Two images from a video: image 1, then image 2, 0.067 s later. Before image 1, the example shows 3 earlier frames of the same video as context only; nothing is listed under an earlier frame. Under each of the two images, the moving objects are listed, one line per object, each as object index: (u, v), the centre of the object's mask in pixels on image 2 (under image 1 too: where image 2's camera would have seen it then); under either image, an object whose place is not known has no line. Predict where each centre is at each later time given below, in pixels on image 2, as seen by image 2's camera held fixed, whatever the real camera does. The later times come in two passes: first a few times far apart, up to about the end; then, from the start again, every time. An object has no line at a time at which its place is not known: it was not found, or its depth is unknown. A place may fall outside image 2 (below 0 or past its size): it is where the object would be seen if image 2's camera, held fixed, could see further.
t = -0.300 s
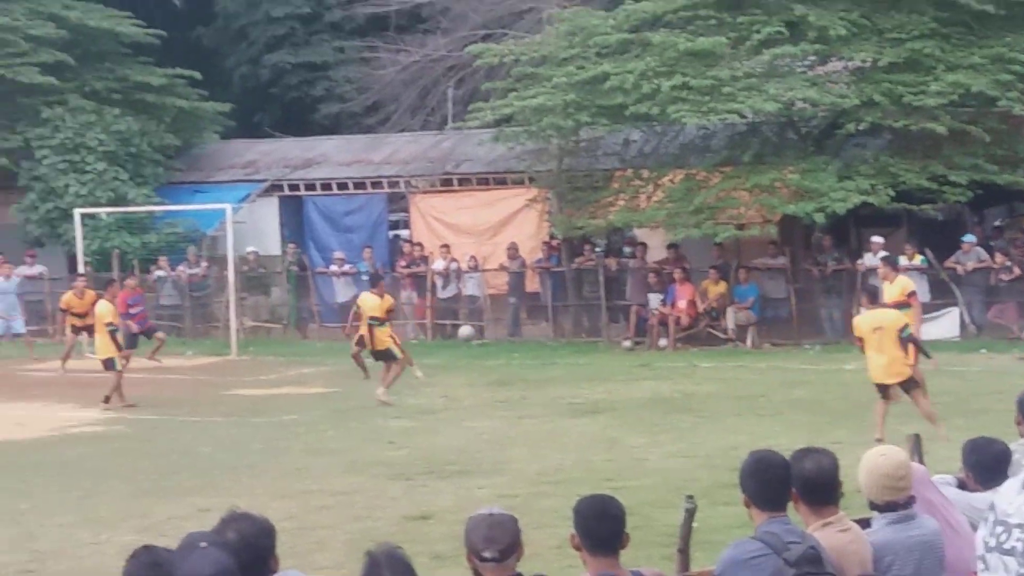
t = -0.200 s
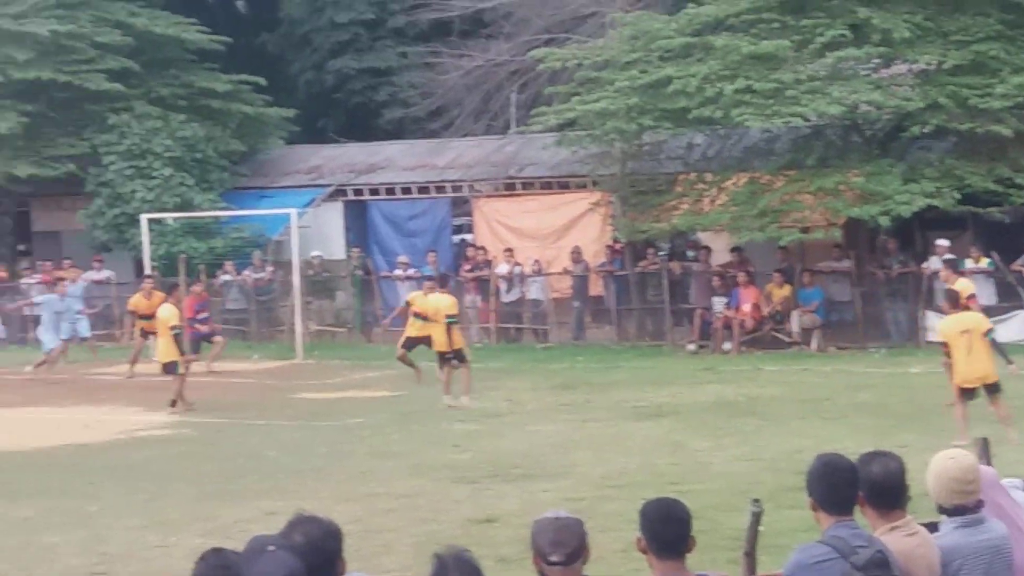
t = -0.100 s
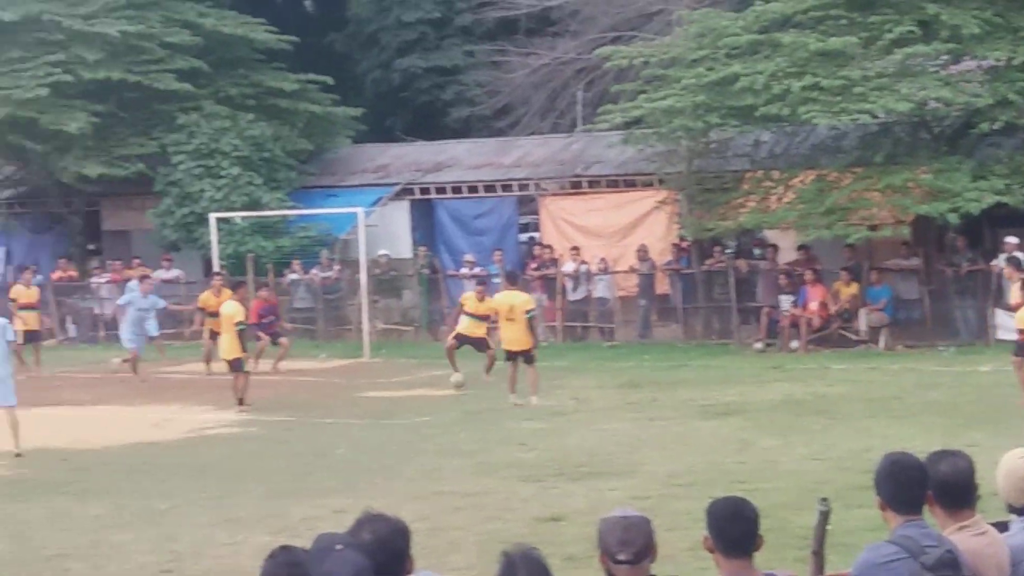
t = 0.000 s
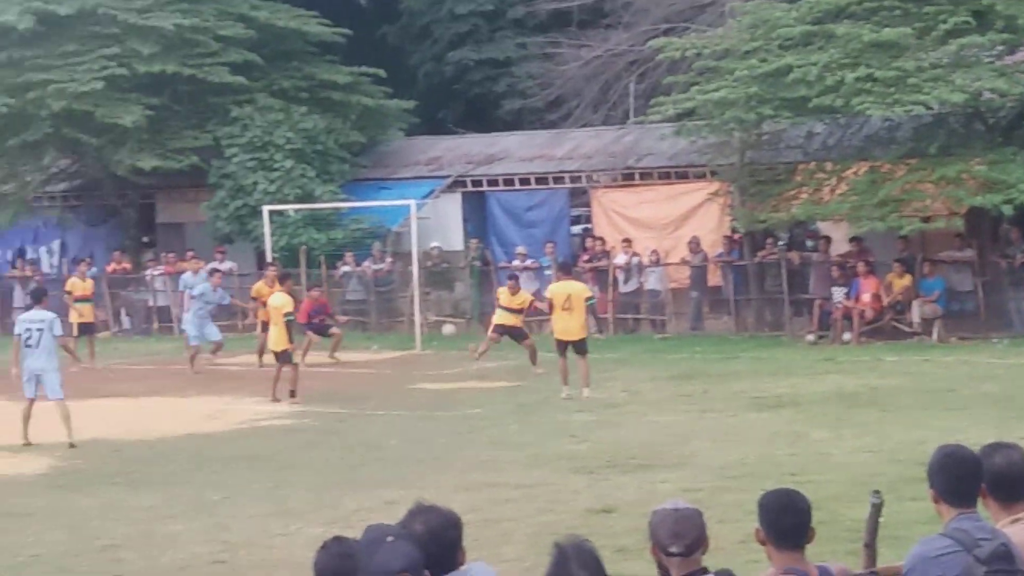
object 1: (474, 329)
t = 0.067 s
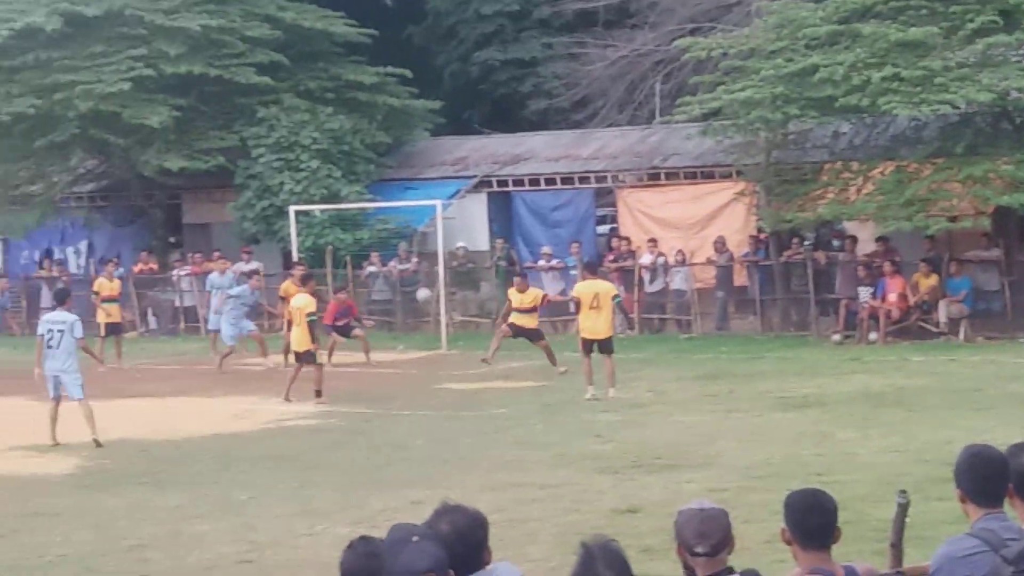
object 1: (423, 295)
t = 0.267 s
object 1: (275, 214)
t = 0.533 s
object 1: (84, 156)
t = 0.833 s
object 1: (-123, 163)
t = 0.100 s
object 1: (399, 280)
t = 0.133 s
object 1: (373, 264)
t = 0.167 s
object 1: (349, 251)
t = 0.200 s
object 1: (324, 237)
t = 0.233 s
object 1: (300, 224)
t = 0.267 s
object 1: (275, 214)
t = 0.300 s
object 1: (250, 202)
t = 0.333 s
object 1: (226, 194)
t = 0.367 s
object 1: (202, 185)
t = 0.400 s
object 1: (179, 178)
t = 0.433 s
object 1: (155, 172)
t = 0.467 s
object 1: (131, 166)
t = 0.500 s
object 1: (107, 161)
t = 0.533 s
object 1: (84, 156)
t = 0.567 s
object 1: (60, 153)
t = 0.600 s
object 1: (36, 150)
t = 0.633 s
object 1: (13, 149)
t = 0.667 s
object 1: (-10, 148)
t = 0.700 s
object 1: (-33, 149)
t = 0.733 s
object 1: (-55, 152)
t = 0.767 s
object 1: (-78, 155)
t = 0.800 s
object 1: (-101, 158)
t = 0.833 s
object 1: (-123, 163)
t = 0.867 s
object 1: (-147, 170)
